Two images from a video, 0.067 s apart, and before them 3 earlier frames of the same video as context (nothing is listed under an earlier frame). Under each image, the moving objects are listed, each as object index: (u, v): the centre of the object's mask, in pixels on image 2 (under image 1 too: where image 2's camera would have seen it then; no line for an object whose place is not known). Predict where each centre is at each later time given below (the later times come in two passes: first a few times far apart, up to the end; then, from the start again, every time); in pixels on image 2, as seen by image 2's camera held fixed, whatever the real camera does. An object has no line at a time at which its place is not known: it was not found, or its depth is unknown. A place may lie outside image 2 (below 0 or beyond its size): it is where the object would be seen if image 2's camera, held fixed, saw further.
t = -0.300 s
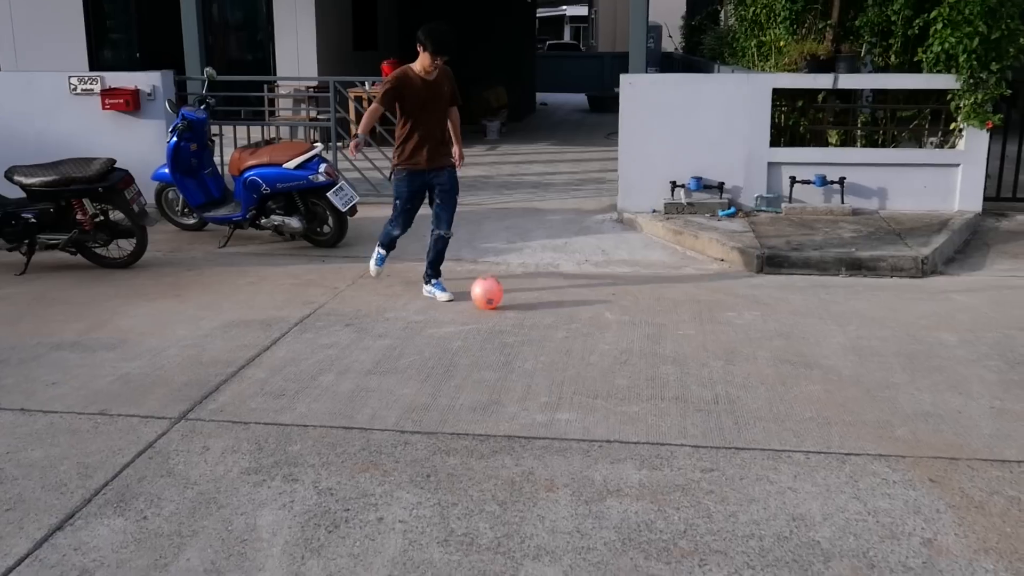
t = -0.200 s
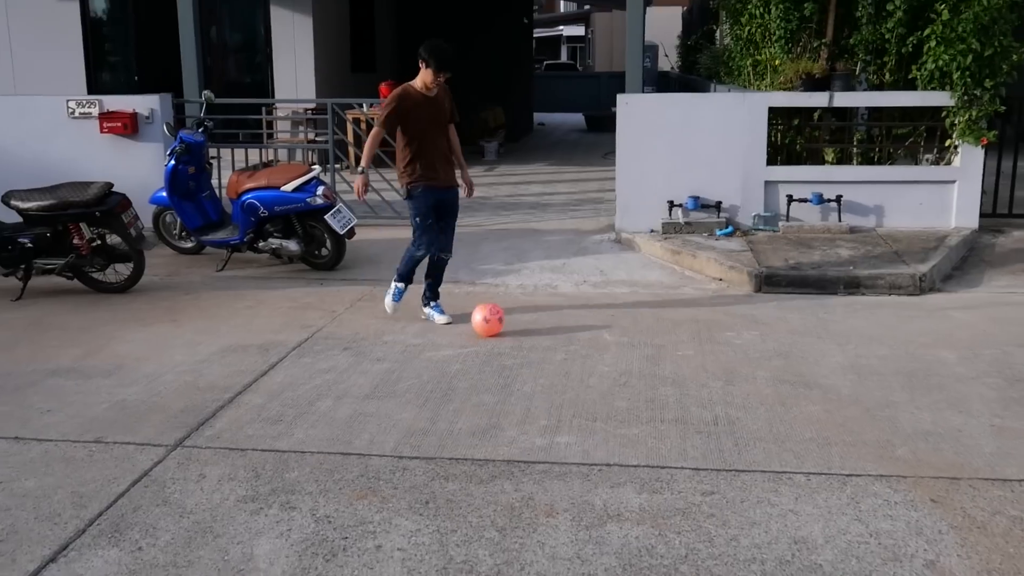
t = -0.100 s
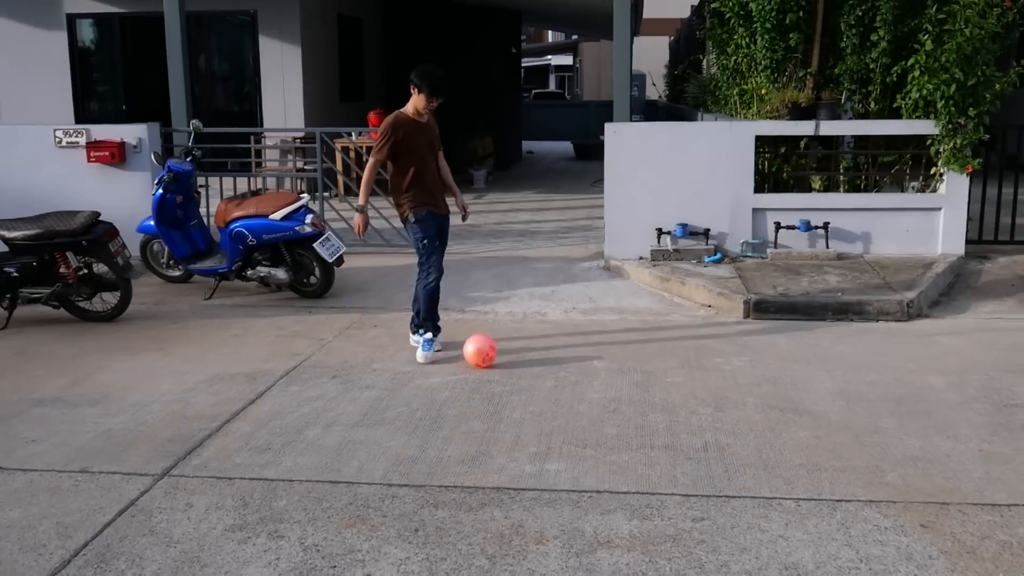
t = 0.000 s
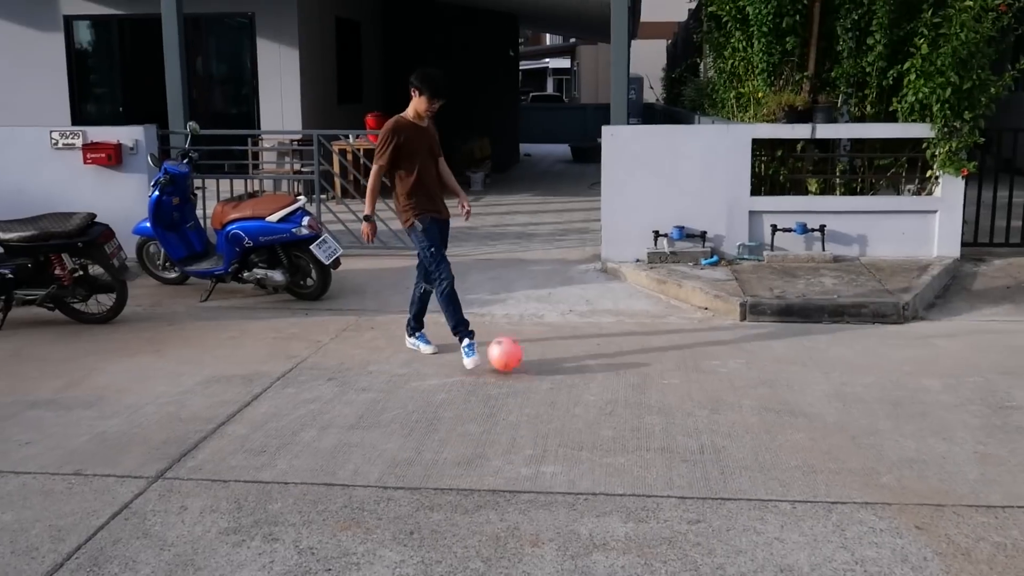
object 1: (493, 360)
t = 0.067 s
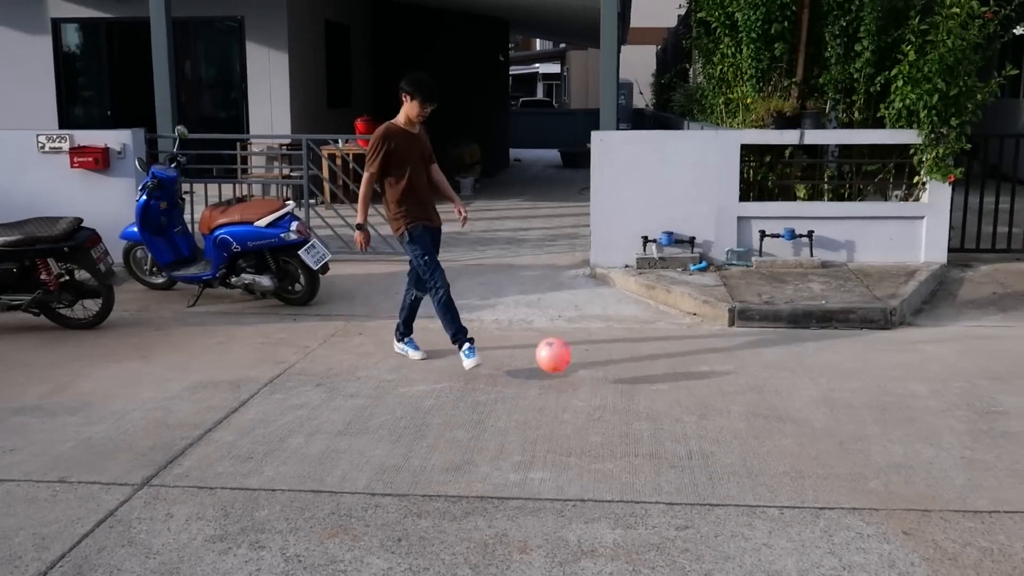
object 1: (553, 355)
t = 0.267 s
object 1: (726, 388)
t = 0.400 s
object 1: (791, 376)
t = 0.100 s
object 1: (583, 356)
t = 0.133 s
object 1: (613, 359)
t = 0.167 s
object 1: (643, 365)
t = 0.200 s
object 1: (672, 372)
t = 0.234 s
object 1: (702, 383)
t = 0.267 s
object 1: (726, 388)
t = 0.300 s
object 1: (744, 382)
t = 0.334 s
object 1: (760, 379)
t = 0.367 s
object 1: (776, 377)
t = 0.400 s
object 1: (791, 376)
